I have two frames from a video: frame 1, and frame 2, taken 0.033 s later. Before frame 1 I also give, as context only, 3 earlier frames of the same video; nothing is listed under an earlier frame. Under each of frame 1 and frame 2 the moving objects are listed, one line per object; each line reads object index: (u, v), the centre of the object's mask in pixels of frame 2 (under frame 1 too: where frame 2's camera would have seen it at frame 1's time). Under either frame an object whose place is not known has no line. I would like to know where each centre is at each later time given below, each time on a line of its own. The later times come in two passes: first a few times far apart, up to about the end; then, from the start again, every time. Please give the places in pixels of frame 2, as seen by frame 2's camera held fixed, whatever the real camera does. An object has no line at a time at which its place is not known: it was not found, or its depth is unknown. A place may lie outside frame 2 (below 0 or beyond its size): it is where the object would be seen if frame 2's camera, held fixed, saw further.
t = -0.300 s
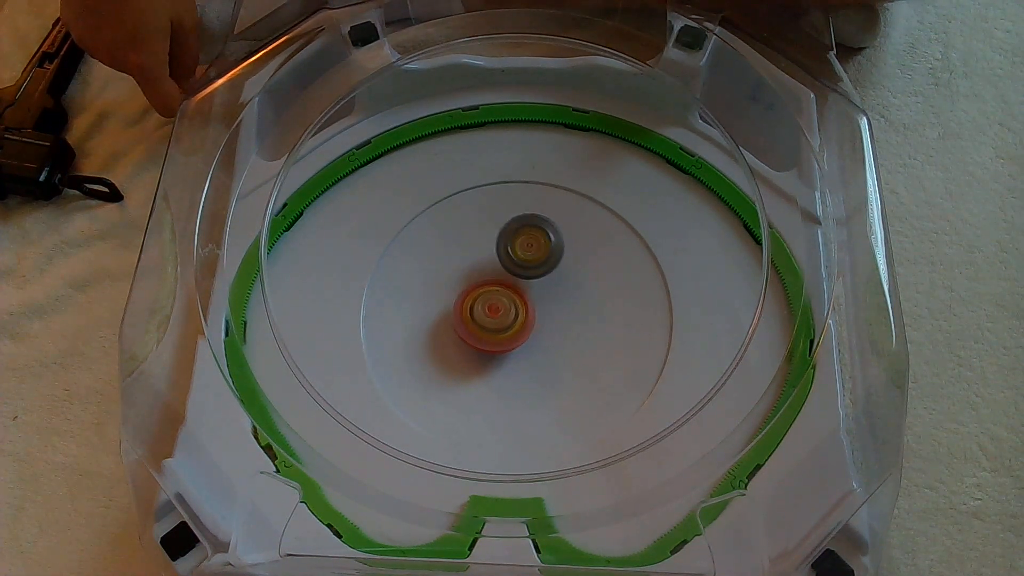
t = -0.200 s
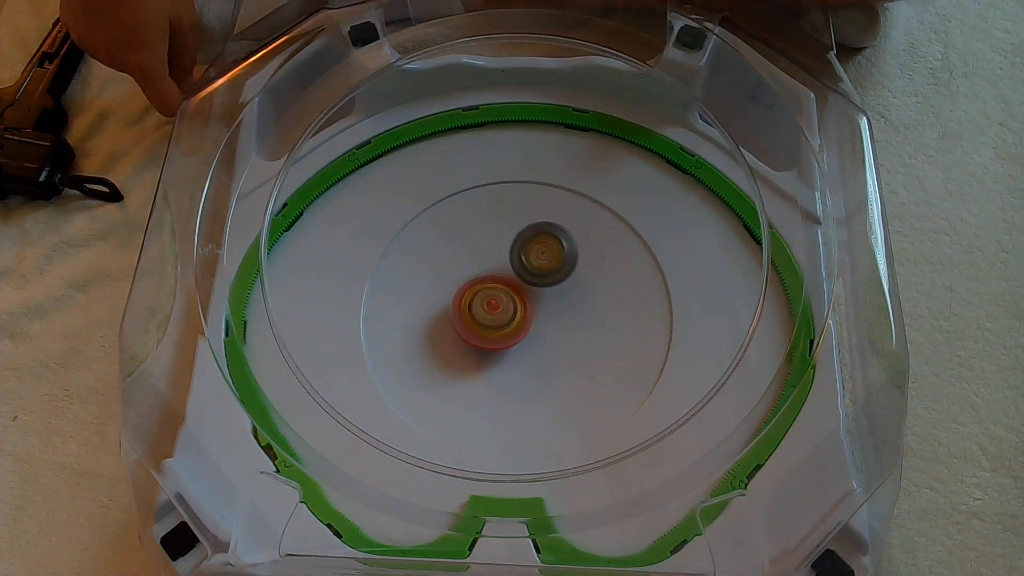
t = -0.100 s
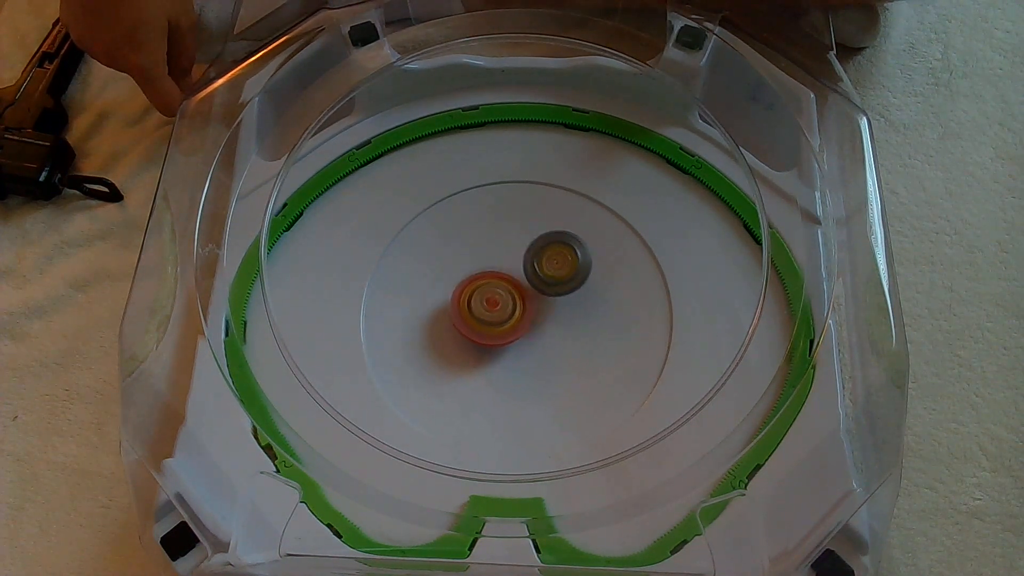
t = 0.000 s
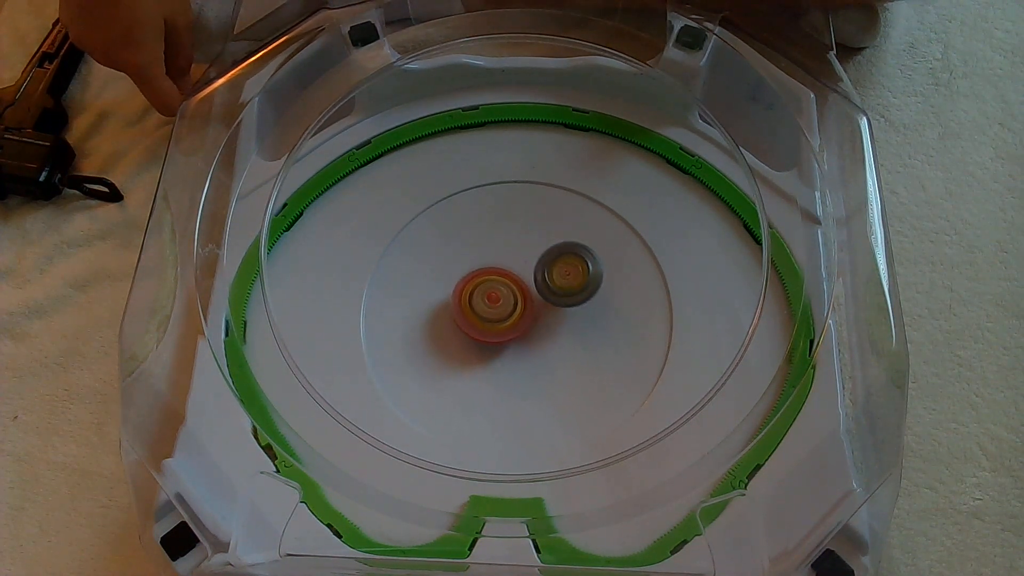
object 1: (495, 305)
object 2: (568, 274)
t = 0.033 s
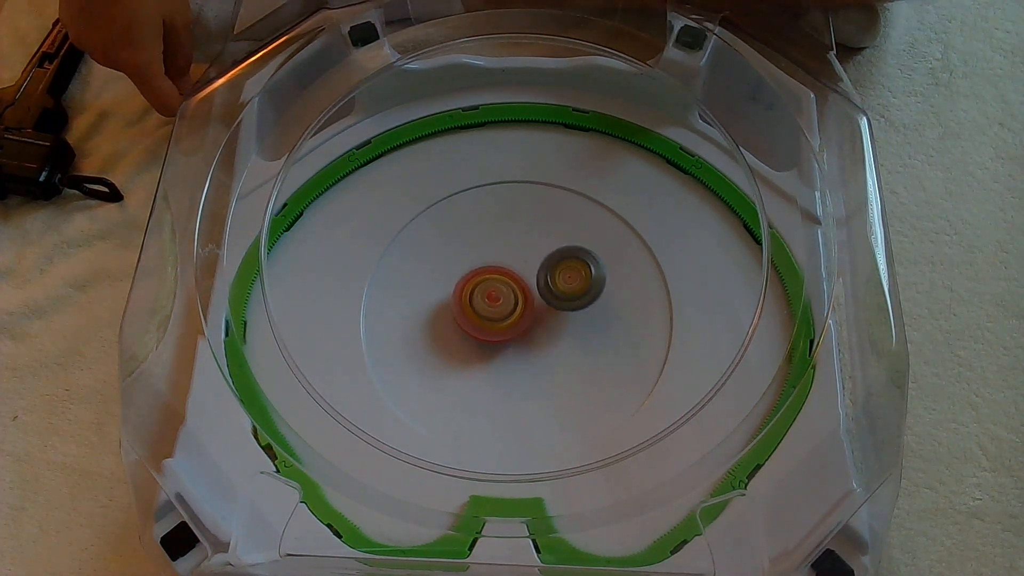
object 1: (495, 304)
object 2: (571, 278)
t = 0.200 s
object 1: (499, 299)
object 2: (577, 301)
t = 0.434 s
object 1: (510, 294)
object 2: (566, 335)
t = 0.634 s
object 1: (521, 294)
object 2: (542, 356)
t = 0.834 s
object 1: (530, 299)
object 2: (507, 364)
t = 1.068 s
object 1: (534, 307)
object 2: (472, 352)
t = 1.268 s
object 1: (532, 314)
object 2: (457, 326)
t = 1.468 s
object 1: (526, 320)
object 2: (448, 295)
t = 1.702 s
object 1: (514, 326)
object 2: (462, 265)
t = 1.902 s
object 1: (500, 327)
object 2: (490, 247)
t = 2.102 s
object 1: (490, 323)
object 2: (523, 242)
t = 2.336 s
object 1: (488, 313)
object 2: (558, 258)
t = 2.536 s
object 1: (493, 305)
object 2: (574, 286)
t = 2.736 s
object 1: (503, 298)
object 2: (572, 321)
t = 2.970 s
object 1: (519, 295)
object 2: (553, 356)
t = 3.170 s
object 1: (531, 297)
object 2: (520, 369)
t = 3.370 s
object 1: (540, 303)
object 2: (485, 359)
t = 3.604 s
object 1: (542, 313)
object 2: (459, 327)
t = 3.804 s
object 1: (535, 321)
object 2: (457, 292)
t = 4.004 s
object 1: (524, 325)
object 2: (473, 263)
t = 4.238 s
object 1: (510, 324)
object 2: (508, 247)
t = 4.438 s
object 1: (500, 318)
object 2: (542, 251)
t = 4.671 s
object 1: (495, 308)
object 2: (569, 275)
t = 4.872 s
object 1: (497, 300)
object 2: (572, 307)
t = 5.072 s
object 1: (505, 294)
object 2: (558, 340)
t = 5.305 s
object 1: (517, 293)
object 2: (525, 364)
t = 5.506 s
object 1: (527, 298)
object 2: (490, 361)
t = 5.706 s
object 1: (533, 305)
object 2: (465, 338)
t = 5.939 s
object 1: (533, 317)
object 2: (449, 301)
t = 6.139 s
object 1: (526, 325)
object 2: (459, 273)
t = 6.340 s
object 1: (516, 329)
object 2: (488, 255)
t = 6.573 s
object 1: (503, 326)
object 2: (528, 247)
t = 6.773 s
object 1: (497, 317)
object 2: (559, 261)
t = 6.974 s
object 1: (497, 307)
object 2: (573, 290)
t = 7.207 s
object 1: (503, 297)
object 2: (567, 331)
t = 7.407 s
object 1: (515, 292)
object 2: (541, 356)
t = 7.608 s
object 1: (526, 294)
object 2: (503, 360)
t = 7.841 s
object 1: (535, 302)
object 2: (467, 336)
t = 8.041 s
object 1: (536, 312)
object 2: (457, 303)
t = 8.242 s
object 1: (530, 321)
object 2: (466, 269)
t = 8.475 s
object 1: (517, 326)
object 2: (497, 249)
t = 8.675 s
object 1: (505, 324)
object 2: (534, 251)
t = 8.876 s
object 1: (498, 315)
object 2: (563, 268)
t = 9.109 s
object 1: (496, 304)
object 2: (572, 304)
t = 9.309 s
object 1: (502, 296)
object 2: (560, 338)
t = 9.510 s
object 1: (513, 292)
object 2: (530, 357)
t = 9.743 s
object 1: (527, 297)
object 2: (487, 353)
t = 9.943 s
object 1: (534, 306)
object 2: (462, 330)
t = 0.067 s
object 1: (495, 303)
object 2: (573, 283)
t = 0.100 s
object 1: (496, 301)
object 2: (575, 287)
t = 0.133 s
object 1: (497, 301)
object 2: (576, 292)
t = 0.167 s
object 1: (498, 300)
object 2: (576, 296)
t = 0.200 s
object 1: (499, 299)
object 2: (577, 301)
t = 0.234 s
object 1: (500, 298)
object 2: (576, 306)
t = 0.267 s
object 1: (502, 297)
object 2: (575, 311)
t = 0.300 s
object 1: (503, 297)
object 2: (573, 316)
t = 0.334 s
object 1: (504, 296)
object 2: (572, 321)
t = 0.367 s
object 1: (506, 295)
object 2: (570, 326)
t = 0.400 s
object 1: (508, 294)
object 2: (568, 331)
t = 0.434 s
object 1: (510, 294)
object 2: (566, 335)
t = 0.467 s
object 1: (512, 294)
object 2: (563, 340)
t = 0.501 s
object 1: (513, 293)
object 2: (559, 344)
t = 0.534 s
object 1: (516, 293)
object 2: (555, 348)
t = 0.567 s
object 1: (516, 293)
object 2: (551, 351)
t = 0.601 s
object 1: (519, 293)
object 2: (547, 354)
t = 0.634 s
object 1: (521, 294)
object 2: (542, 356)
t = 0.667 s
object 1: (522, 294)
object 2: (536, 358)
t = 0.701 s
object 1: (523, 295)
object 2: (530, 360)
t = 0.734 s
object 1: (525, 296)
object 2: (524, 362)
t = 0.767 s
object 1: (526, 297)
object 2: (519, 363)
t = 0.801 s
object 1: (528, 298)
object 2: (513, 364)
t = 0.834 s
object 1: (530, 299)
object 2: (507, 364)
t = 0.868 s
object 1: (531, 300)
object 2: (501, 363)
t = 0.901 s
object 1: (532, 301)
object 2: (496, 363)
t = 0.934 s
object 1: (532, 302)
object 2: (490, 362)
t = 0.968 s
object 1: (533, 303)
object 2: (485, 360)
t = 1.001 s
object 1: (534, 305)
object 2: (480, 357)
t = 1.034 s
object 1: (534, 306)
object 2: (476, 355)
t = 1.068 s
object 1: (534, 307)
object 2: (472, 352)
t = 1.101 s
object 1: (534, 308)
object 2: (468, 348)
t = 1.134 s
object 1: (533, 310)
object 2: (465, 344)
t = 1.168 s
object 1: (533, 311)
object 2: (462, 340)
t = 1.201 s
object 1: (533, 312)
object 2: (460, 336)
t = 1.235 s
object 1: (533, 313)
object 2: (459, 331)
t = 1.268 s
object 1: (532, 314)
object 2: (457, 326)
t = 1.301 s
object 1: (532, 315)
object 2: (455, 321)
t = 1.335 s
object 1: (531, 316)
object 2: (453, 316)
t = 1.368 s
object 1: (530, 317)
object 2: (451, 311)
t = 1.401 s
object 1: (529, 318)
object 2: (449, 305)
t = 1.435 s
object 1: (527, 319)
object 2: (449, 300)
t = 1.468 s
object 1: (526, 320)
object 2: (448, 295)
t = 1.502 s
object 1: (525, 321)
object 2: (449, 290)
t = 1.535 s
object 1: (523, 322)
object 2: (449, 285)
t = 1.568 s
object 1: (522, 323)
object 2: (451, 281)
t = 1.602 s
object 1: (520, 324)
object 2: (453, 277)
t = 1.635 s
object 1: (518, 325)
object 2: (455, 273)
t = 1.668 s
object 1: (516, 326)
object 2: (459, 269)
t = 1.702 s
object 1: (514, 326)
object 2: (462, 265)
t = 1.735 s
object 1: (511, 326)
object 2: (466, 262)
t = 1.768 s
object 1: (509, 327)
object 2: (470, 259)
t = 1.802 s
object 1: (507, 327)
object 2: (475, 256)
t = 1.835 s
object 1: (505, 327)
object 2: (480, 253)
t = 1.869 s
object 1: (503, 327)
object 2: (485, 250)
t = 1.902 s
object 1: (500, 327)
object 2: (490, 247)
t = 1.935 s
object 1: (499, 326)
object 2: (495, 245)
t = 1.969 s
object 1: (497, 326)
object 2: (501, 243)
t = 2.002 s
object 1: (495, 325)
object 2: (506, 242)
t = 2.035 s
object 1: (493, 324)
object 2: (512, 242)
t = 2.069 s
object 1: (492, 324)
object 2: (518, 241)
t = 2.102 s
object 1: (490, 323)
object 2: (523, 242)
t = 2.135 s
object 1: (490, 322)
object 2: (529, 243)
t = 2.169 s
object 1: (488, 320)
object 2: (535, 244)
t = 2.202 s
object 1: (488, 319)
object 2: (540, 246)
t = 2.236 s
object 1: (487, 318)
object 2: (545, 248)
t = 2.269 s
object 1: (487, 316)
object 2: (550, 251)
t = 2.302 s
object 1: (488, 314)
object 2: (554, 254)
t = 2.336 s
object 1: (488, 313)
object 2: (558, 258)
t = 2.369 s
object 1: (488, 312)
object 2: (562, 262)
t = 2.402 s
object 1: (489, 310)
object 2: (565, 266)
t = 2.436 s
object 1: (490, 309)
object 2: (568, 271)
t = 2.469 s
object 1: (490, 307)
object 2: (571, 276)
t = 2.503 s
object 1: (492, 306)
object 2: (573, 281)
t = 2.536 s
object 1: (493, 305)
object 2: (574, 286)
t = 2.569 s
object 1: (494, 303)
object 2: (575, 292)
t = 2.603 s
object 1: (495, 302)
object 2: (575, 297)
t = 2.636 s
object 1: (497, 301)
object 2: (575, 303)
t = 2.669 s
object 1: (500, 300)
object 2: (574, 308)
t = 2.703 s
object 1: (502, 299)
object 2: (573, 314)
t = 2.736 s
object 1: (503, 298)
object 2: (572, 321)
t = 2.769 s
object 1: (506, 297)
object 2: (571, 327)
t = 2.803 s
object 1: (508, 297)
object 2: (569, 333)
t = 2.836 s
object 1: (510, 296)
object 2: (567, 338)
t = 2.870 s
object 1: (511, 295)
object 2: (564, 343)
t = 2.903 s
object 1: (514, 295)
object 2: (561, 348)
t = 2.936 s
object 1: (516, 295)
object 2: (557, 352)
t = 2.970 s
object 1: (519, 295)
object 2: (553, 356)
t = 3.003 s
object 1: (521, 295)
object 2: (548, 360)
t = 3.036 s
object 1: (523, 295)
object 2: (543, 363)
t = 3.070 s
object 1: (525, 295)
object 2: (538, 365)
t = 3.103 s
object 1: (527, 296)
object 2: (532, 367)
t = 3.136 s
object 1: (529, 296)
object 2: (526, 368)
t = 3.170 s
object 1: (531, 297)
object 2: (520, 369)
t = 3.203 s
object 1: (533, 298)
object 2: (514, 368)
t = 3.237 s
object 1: (535, 299)
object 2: (508, 368)
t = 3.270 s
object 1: (536, 299)
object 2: (502, 366)
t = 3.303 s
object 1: (537, 300)
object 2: (496, 364)
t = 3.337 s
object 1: (538, 302)
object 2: (491, 362)
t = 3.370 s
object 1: (540, 303)
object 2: (485, 359)
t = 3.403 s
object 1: (541, 304)
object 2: (480, 355)
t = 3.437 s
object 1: (541, 306)
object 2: (475, 351)
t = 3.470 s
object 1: (542, 307)
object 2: (470, 347)
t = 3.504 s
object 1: (543, 309)
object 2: (467, 342)
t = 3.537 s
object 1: (542, 310)
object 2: (463, 337)
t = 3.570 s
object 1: (542, 312)
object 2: (461, 332)
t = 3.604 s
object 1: (542, 313)
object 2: (459, 327)
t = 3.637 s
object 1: (541, 315)
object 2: (457, 321)
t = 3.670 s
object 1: (540, 316)
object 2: (456, 315)
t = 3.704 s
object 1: (539, 318)
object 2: (456, 310)
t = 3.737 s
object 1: (538, 319)
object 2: (455, 304)
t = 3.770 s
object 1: (537, 320)
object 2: (456, 298)
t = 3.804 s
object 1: (535, 321)
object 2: (457, 292)
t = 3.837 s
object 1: (534, 322)
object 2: (458, 287)
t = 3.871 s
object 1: (532, 323)
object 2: (460, 281)
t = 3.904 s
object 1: (530, 324)
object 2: (463, 276)
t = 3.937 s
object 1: (528, 324)
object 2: (466, 271)
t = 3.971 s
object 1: (527, 325)
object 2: (469, 267)
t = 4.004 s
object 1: (524, 325)
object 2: (473, 263)
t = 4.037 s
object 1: (523, 325)
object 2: (477, 259)
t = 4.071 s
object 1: (520, 325)
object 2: (482, 256)
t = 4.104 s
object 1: (518, 325)
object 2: (486, 254)
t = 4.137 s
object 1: (516, 325)
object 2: (492, 251)
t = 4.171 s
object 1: (514, 325)
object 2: (497, 249)
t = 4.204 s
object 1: (512, 324)
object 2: (503, 248)
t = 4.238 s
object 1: (510, 324)
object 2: (508, 247)
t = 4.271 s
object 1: (508, 324)
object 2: (514, 246)
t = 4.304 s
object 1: (506, 322)
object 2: (520, 246)
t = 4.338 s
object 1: (505, 322)
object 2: (525, 247)
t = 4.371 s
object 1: (503, 321)
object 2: (531, 247)
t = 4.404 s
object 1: (501, 319)
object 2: (536, 249)
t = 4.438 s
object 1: (500, 318)
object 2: (542, 251)
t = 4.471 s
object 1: (499, 316)
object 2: (547, 253)
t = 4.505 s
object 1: (499, 315)
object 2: (551, 256)
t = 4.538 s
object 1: (497, 313)
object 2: (556, 259)
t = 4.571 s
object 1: (497, 312)
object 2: (560, 263)
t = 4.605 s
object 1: (497, 311)
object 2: (563, 267)
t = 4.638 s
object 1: (496, 310)
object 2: (566, 271)
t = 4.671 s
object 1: (495, 308)
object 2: (569, 275)
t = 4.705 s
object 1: (495, 306)
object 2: (571, 280)
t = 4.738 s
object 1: (495, 305)
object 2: (572, 285)
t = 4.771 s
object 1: (495, 304)
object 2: (573, 291)
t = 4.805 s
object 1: (495, 302)
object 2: (573, 296)
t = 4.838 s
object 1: (495, 301)
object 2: (573, 302)
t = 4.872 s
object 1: (497, 300)
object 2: (572, 307)
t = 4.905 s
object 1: (498, 299)
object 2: (571, 313)
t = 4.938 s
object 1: (499, 298)
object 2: (569, 318)
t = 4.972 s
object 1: (499, 297)
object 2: (567, 324)
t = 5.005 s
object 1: (501, 296)
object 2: (564, 329)
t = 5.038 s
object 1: (502, 295)
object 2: (562, 335)
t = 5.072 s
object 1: (505, 294)
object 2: (558, 340)
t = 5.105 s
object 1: (506, 294)
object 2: (555, 345)
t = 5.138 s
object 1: (508, 293)
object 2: (551, 349)
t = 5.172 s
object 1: (509, 293)
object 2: (546, 353)
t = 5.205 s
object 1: (511, 293)
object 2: (541, 357)
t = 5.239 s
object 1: (513, 293)
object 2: (536, 360)
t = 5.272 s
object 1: (515, 293)
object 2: (530, 362)
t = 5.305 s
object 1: (517, 293)
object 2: (525, 364)
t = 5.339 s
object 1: (519, 294)
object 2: (519, 365)
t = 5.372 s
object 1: (521, 294)
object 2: (513, 366)
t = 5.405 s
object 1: (522, 295)
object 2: (507, 366)
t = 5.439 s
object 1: (524, 296)
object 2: (501, 364)
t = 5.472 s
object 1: (526, 297)
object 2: (496, 363)
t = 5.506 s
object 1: (527, 298)
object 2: (490, 361)
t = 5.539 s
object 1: (528, 299)
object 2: (485, 358)
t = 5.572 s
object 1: (530, 300)
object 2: (480, 355)
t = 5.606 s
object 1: (531, 302)
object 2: (476, 351)
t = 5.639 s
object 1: (531, 303)
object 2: (472, 347)
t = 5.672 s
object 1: (532, 304)
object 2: (468, 343)
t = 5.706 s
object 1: (533, 305)
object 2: (465, 338)
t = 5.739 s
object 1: (534, 306)
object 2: (463, 332)
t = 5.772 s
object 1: (534, 308)
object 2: (460, 327)
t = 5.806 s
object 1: (534, 310)
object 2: (456, 322)
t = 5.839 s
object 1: (534, 311)
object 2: (453, 317)
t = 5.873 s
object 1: (533, 313)
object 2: (452, 312)
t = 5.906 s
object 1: (533, 315)
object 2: (450, 307)
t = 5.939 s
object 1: (533, 317)
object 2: (449, 301)
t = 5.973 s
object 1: (532, 318)
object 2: (449, 296)
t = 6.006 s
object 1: (531, 320)
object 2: (450, 291)
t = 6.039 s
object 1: (530, 321)
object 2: (451, 286)
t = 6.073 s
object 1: (529, 322)
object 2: (453, 282)
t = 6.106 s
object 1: (527, 323)
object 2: (456, 277)
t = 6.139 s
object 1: (526, 325)
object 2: (459, 273)
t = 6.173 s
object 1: (525, 325)
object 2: (463, 269)
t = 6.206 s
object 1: (523, 326)
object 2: (467, 266)
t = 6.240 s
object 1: (521, 327)
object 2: (471, 263)
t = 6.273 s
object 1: (520, 328)
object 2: (476, 260)
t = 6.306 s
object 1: (518, 328)
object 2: (482, 258)
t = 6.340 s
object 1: (516, 329)
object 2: (488, 255)
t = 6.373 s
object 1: (514, 329)
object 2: (493, 252)
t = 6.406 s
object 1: (512, 328)
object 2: (499, 250)
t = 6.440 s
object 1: (510, 328)
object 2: (505, 248)
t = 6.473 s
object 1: (508, 328)
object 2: (511, 247)
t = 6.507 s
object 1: (507, 327)
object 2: (517, 246)
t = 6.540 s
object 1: (504, 326)
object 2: (523, 246)
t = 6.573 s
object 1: (503, 326)
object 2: (528, 247)
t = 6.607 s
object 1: (502, 324)
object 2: (534, 248)
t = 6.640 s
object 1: (500, 323)
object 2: (540, 250)
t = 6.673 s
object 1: (499, 322)
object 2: (545, 252)
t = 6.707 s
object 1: (498, 320)
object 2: (550, 254)
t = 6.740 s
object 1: (497, 318)
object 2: (555, 258)
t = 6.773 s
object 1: (497, 317)
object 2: (559, 261)
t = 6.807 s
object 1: (498, 315)
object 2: (563, 265)
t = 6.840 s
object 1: (496, 314)
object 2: (566, 270)
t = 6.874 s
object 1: (497, 312)
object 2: (569, 275)
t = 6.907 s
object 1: (496, 311)
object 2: (571, 280)
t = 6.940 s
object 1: (496, 309)
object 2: (572, 285)
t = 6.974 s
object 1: (497, 307)
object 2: (573, 290)
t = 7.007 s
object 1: (497, 306)
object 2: (573, 296)
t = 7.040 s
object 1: (497, 304)
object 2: (573, 302)
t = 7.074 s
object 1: (498, 302)
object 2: (572, 308)
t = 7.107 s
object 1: (499, 301)
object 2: (572, 314)
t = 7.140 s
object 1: (500, 300)
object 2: (571, 320)
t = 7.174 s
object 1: (502, 298)
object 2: (569, 326)
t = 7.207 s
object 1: (503, 297)
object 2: (567, 331)
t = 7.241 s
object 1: (506, 295)
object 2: (564, 336)
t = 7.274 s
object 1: (507, 295)
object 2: (560, 341)
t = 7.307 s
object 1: (509, 294)
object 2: (556, 346)
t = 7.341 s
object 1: (511, 292)
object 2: (552, 350)
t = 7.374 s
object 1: (512, 292)
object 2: (547, 353)
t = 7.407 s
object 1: (515, 292)
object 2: (541, 356)
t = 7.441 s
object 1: (517, 291)
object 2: (535, 358)
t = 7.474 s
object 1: (518, 292)
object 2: (529, 360)
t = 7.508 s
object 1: (521, 292)
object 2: (522, 361)
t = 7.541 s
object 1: (523, 292)
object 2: (516, 362)
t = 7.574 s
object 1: (524, 293)
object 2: (510, 361)
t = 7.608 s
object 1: (526, 294)
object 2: (503, 360)
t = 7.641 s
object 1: (528, 294)
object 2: (497, 358)
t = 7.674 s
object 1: (530, 295)
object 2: (491, 356)
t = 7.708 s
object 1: (531, 296)
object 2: (485, 353)
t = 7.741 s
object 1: (533, 298)
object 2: (480, 349)
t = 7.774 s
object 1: (533, 299)
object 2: (475, 346)
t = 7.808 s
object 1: (534, 301)
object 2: (471, 341)
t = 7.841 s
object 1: (535, 302)
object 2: (467, 336)
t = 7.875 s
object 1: (535, 303)
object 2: (464, 331)
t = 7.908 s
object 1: (536, 305)
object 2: (461, 326)
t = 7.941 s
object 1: (537, 307)
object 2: (460, 320)
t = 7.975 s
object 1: (537, 308)
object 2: (458, 314)
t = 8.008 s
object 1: (537, 310)
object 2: (457, 308)
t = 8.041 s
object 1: (536, 312)
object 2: (457, 303)
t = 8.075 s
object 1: (535, 312)
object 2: (458, 297)
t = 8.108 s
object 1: (535, 315)
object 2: (458, 291)
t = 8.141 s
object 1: (534, 316)
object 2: (459, 285)
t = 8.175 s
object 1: (533, 317)
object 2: (461, 279)
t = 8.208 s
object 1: (531, 319)
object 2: (463, 274)
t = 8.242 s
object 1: (530, 321)
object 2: (466, 269)
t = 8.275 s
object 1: (528, 321)
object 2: (469, 265)
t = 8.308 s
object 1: (526, 322)
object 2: (473, 261)
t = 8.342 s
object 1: (525, 324)
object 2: (477, 257)
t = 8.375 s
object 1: (522, 324)
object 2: (481, 255)
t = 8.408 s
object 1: (521, 325)
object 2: (486, 252)
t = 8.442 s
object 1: (519, 326)
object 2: (492, 250)
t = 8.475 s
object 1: (517, 326)
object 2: (497, 249)
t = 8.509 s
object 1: (514, 326)
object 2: (503, 248)
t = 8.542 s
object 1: (513, 326)
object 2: (509, 248)
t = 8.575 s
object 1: (510, 325)
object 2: (515, 248)
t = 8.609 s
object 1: (508, 326)
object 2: (521, 249)
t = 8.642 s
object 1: (507, 325)
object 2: (527, 250)
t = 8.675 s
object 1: (505, 324)
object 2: (534, 251)
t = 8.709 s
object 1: (503, 323)
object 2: (540, 253)
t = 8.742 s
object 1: (501, 321)
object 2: (545, 255)
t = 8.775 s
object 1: (500, 320)
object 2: (550, 258)
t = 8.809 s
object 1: (499, 318)
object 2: (555, 261)
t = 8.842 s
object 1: (499, 316)
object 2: (559, 264)
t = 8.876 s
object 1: (498, 315)
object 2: (563, 268)
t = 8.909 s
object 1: (497, 314)
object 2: (566, 273)
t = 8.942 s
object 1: (495, 312)
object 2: (569, 277)
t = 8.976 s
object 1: (495, 310)
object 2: (571, 282)
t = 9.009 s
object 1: (496, 309)
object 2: (572, 288)
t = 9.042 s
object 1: (494, 307)
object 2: (573, 293)
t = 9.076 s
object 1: (495, 306)
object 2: (572, 299)
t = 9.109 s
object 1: (496, 304)
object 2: (572, 304)
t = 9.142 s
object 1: (495, 302)
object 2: (570, 310)
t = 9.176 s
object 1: (497, 301)
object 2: (569, 316)
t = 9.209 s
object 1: (498, 300)
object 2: (567, 322)
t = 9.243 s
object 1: (499, 298)
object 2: (565, 328)
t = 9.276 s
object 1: (501, 298)
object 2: (563, 333)
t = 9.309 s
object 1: (502, 296)
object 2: (560, 338)
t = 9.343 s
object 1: (504, 295)
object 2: (556, 342)
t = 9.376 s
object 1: (506, 295)
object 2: (552, 346)
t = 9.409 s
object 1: (507, 294)
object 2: (547, 350)
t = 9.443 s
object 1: (510, 293)
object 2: (542, 353)
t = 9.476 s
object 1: (512, 292)
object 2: (536, 355)
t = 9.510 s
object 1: (513, 292)
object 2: (530, 357)
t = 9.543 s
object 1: (516, 292)
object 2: (524, 357)
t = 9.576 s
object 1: (519, 291)
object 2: (518, 358)
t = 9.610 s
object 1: (520, 292)
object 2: (512, 358)
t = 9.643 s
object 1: (522, 293)
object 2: (505, 357)
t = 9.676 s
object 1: (524, 294)
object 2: (498, 356)
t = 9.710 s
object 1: (525, 295)
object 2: (492, 355)
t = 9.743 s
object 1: (527, 297)
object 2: (487, 353)
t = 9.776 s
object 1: (529, 298)
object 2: (482, 350)
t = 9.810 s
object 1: (530, 300)
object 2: (477, 347)
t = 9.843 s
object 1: (531, 302)
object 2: (472, 343)
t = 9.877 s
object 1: (532, 303)
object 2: (468, 339)
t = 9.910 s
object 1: (533, 304)
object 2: (464, 335)
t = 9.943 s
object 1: (534, 306)
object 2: (462, 330)
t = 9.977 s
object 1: (534, 308)
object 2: (459, 325)
